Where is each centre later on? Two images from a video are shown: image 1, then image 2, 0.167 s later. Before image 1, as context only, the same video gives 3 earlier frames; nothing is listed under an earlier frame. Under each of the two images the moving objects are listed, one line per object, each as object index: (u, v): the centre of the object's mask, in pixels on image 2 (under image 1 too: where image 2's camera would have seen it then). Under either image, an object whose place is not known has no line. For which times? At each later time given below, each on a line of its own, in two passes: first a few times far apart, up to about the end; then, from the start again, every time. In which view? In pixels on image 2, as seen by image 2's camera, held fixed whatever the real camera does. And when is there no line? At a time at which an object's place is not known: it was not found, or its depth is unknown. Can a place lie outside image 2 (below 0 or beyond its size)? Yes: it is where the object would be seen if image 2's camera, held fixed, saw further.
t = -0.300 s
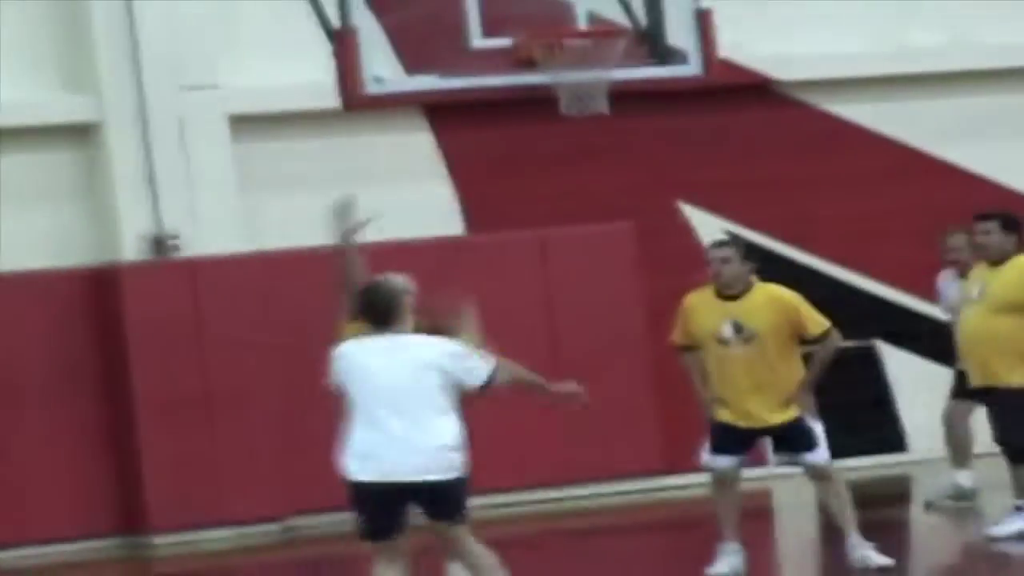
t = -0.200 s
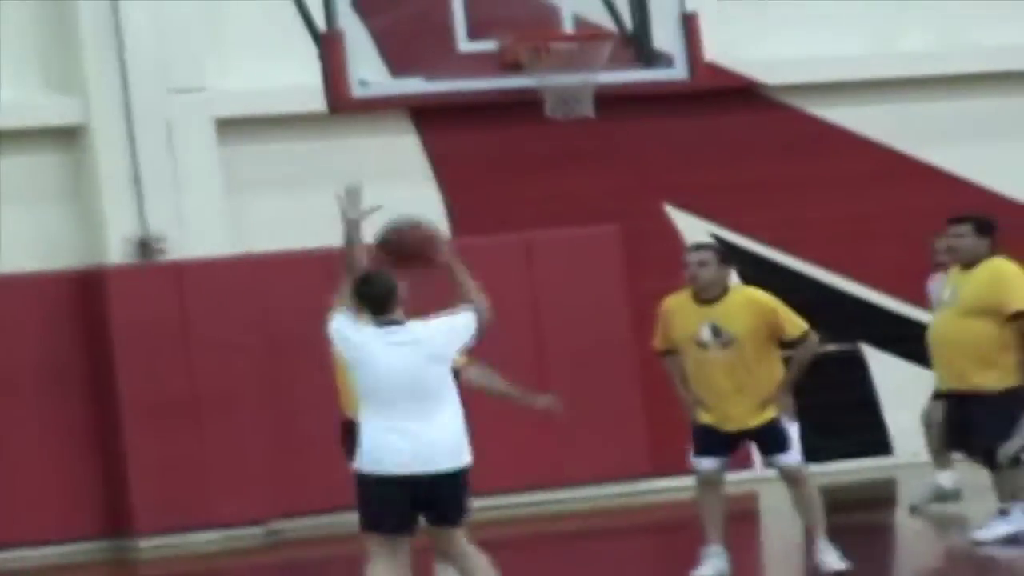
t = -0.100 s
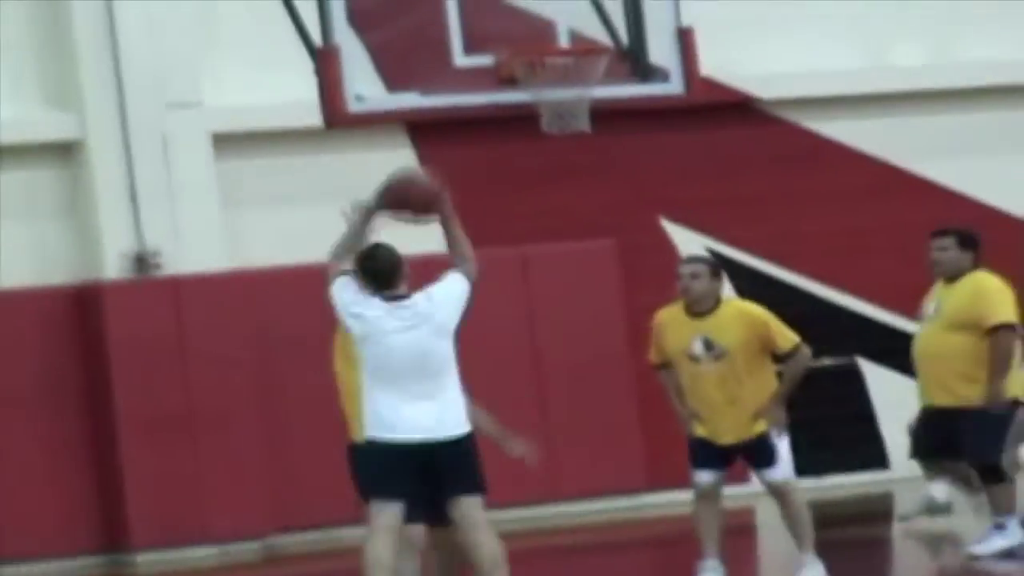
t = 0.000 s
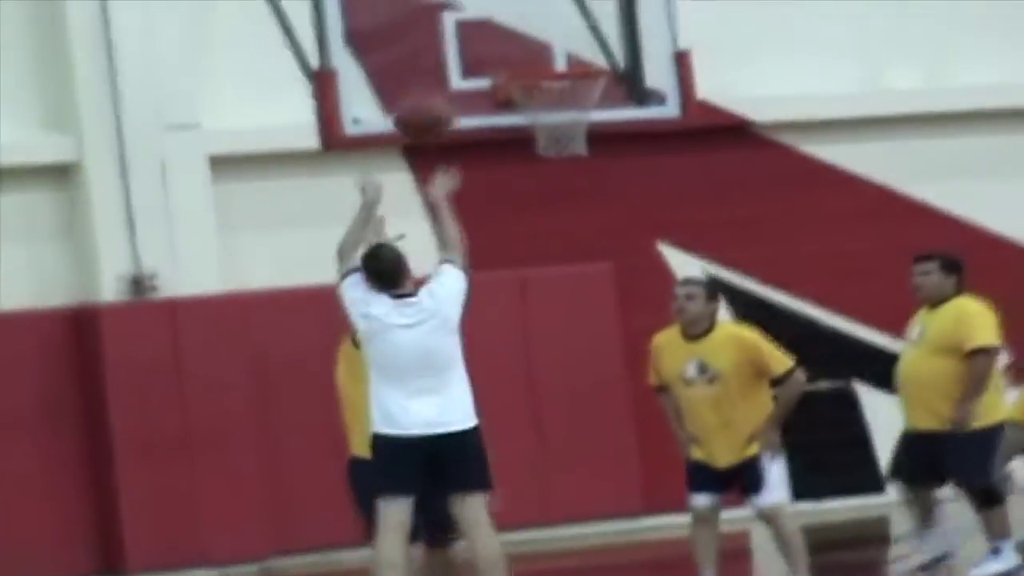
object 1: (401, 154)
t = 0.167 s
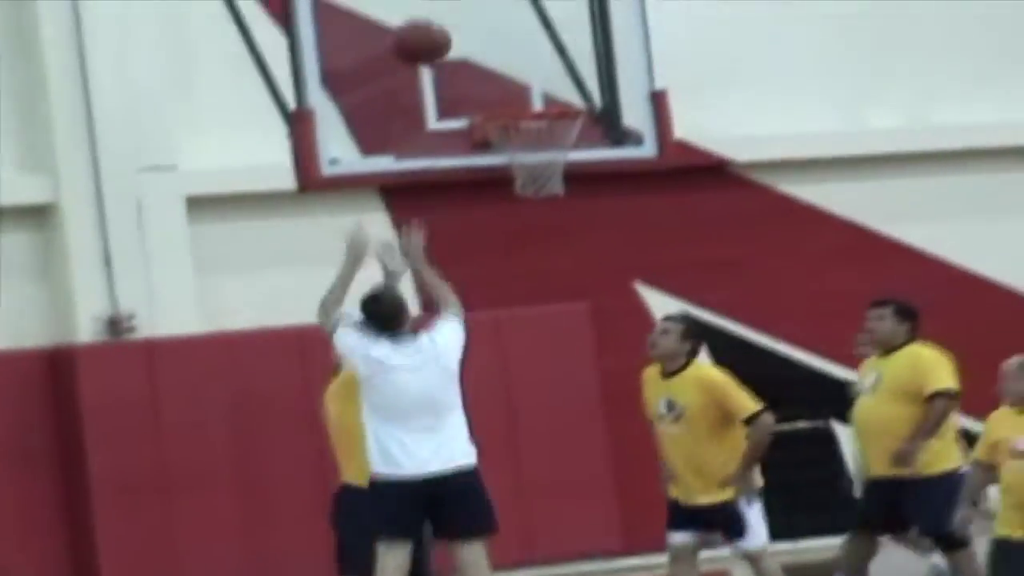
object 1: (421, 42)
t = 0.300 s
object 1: (441, -8)
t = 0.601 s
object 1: (491, 5)
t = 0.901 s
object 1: (546, 69)
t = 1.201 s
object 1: (604, 95)
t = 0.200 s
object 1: (425, 27)
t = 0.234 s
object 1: (431, 13)
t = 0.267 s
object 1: (436, 2)
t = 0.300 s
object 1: (441, -8)
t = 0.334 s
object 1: (446, -14)
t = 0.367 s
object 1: (451, -18)
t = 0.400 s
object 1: (456, -21)
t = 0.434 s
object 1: (461, -21)
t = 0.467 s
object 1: (466, -18)
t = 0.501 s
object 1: (472, -15)
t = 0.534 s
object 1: (479, -10)
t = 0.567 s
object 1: (485, -3)
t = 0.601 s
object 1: (491, 5)
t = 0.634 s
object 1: (497, 15)
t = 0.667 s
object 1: (504, 29)
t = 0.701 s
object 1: (511, 43)
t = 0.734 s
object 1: (518, 58)
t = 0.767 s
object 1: (524, 76)
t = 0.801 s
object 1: (532, 93)
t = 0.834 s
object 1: (538, 83)
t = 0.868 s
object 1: (542, 75)
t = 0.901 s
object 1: (546, 69)
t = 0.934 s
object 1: (553, 65)
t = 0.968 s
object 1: (558, 63)
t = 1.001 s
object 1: (564, 62)
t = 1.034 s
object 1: (571, 63)
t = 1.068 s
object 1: (577, 66)
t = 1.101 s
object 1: (582, 70)
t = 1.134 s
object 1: (588, 76)
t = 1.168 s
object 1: (597, 85)
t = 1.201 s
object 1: (604, 95)
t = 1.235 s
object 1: (612, 101)
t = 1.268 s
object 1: (625, 102)
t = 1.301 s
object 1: (638, 109)
